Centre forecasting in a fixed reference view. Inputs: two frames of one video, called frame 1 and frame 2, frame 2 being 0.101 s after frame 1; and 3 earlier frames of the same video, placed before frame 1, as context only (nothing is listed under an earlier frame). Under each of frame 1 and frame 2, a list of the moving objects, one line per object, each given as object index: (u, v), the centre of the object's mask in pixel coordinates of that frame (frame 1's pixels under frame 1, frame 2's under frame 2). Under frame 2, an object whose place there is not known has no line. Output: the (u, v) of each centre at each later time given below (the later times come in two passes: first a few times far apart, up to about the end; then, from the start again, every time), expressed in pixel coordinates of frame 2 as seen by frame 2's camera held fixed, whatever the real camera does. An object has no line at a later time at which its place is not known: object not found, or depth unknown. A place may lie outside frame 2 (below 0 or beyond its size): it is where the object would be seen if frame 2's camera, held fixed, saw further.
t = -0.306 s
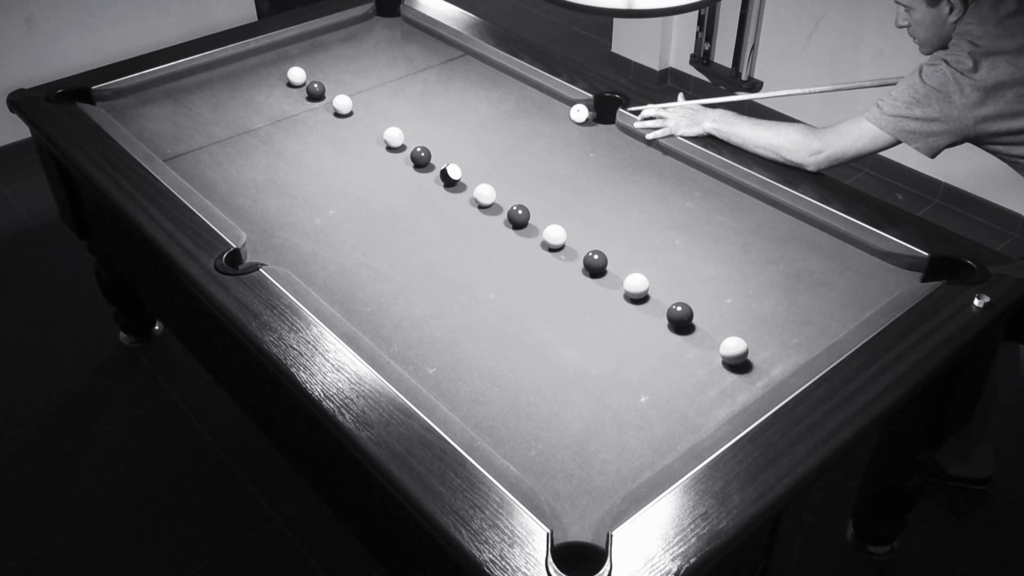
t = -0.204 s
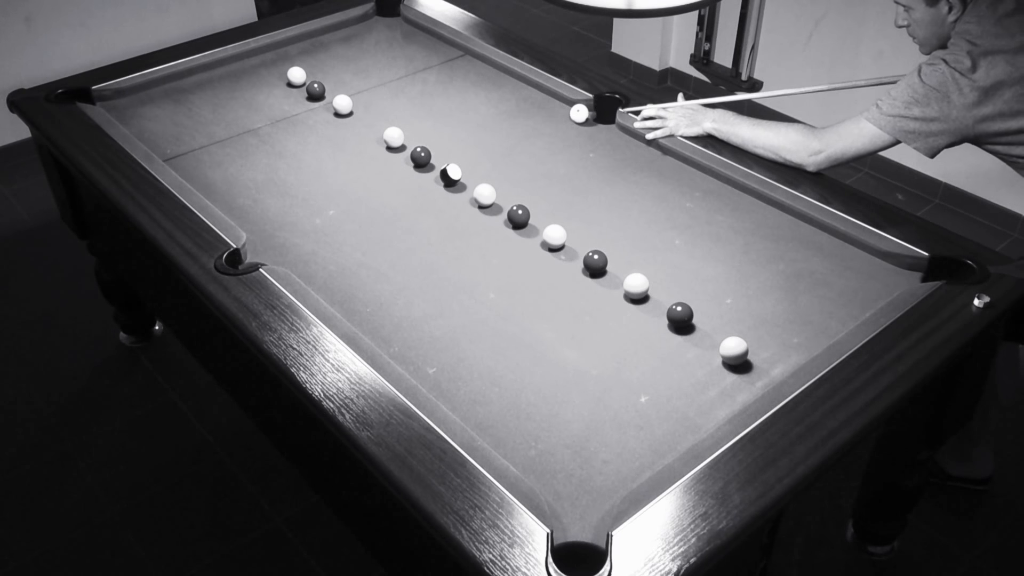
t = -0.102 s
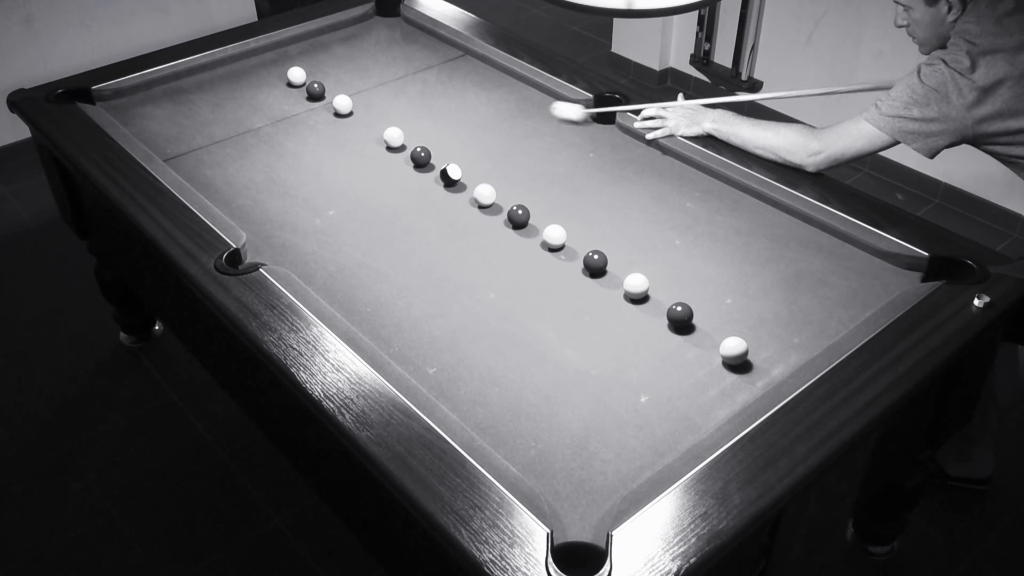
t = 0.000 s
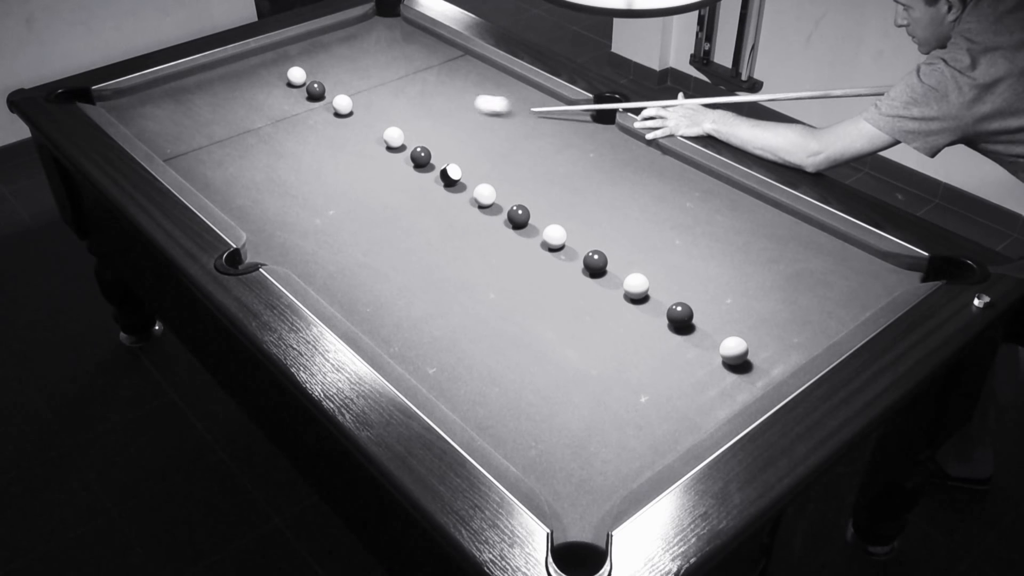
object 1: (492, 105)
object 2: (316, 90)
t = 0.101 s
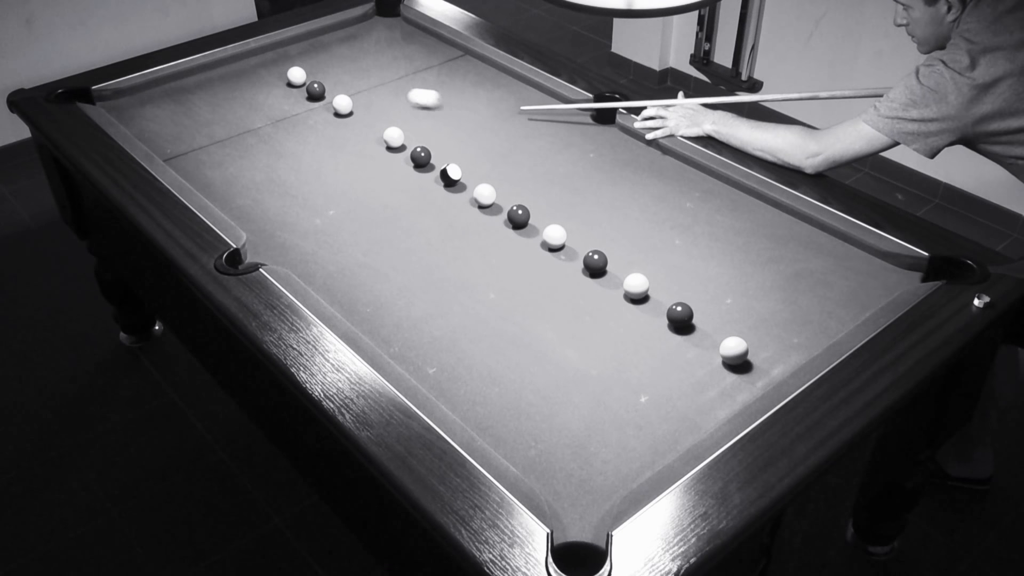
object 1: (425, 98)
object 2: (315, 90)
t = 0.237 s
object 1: (344, 89)
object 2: (315, 90)
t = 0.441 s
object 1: (330, 73)
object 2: (234, 96)
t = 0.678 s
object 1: (309, 56)
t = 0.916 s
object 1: (292, 42)
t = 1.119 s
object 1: (309, 48)
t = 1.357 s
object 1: (327, 54)
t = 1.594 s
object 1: (344, 60)
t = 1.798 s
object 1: (358, 65)
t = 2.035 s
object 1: (373, 71)
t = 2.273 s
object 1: (387, 76)
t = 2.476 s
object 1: (398, 80)
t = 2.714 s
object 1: (410, 85)
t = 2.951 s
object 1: (420, 88)
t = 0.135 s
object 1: (403, 96)
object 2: (315, 90)
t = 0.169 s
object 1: (383, 94)
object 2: (315, 90)
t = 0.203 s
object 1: (364, 92)
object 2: (315, 90)
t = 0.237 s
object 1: (344, 89)
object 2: (315, 90)
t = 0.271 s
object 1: (335, 87)
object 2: (307, 92)
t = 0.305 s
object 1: (336, 84)
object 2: (291, 93)
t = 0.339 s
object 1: (336, 81)
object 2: (276, 94)
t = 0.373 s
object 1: (335, 78)
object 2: (261, 95)
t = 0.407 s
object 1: (333, 76)
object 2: (247, 95)
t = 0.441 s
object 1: (330, 73)
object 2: (234, 96)
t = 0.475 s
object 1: (326, 70)
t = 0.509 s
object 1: (323, 68)
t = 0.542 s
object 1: (320, 65)
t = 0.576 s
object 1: (317, 63)
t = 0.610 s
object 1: (314, 60)
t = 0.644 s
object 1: (312, 58)
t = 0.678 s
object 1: (309, 56)
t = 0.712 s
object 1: (306, 54)
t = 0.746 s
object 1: (303, 51)
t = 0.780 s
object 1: (300, 49)
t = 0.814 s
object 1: (298, 47)
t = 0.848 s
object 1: (295, 45)
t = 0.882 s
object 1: (292, 42)
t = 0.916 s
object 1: (292, 42)
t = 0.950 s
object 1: (295, 43)
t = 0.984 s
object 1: (298, 44)
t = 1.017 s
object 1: (301, 45)
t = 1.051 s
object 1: (304, 46)
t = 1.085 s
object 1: (306, 47)
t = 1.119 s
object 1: (309, 48)
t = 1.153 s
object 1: (312, 49)
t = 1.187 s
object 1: (314, 50)
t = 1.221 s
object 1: (317, 51)
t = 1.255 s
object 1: (320, 52)
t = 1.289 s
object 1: (322, 53)
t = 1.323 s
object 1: (325, 54)
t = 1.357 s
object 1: (327, 54)
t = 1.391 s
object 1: (330, 55)
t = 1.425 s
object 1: (332, 56)
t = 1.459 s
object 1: (335, 57)
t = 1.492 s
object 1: (337, 58)
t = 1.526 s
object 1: (340, 59)
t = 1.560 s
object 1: (342, 60)
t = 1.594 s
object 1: (344, 60)
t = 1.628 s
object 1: (347, 61)
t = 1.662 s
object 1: (349, 62)
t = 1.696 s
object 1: (352, 63)
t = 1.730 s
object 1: (354, 64)
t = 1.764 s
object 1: (356, 65)
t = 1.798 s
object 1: (358, 65)
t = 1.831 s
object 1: (361, 66)
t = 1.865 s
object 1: (363, 67)
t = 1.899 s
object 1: (365, 68)
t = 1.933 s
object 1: (367, 69)
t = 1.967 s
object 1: (369, 70)
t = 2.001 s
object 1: (371, 70)
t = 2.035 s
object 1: (373, 71)
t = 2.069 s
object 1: (376, 72)
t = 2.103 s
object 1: (378, 73)
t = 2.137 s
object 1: (380, 74)
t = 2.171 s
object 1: (382, 74)
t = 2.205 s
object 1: (383, 75)
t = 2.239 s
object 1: (385, 76)
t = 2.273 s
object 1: (387, 76)
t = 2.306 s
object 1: (389, 77)
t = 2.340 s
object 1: (391, 78)
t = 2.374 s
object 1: (393, 78)
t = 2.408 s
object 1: (395, 79)
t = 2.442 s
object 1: (397, 80)
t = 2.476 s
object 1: (398, 80)
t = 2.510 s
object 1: (400, 81)
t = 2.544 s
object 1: (402, 82)
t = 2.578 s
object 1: (403, 82)
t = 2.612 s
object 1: (405, 83)
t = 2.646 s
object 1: (407, 84)
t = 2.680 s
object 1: (408, 84)
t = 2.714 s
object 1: (410, 85)
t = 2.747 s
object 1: (411, 85)
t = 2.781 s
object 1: (413, 86)
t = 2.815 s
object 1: (414, 86)
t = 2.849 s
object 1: (416, 87)
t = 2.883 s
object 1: (417, 87)
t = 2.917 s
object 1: (418, 88)
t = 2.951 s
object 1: (420, 88)
